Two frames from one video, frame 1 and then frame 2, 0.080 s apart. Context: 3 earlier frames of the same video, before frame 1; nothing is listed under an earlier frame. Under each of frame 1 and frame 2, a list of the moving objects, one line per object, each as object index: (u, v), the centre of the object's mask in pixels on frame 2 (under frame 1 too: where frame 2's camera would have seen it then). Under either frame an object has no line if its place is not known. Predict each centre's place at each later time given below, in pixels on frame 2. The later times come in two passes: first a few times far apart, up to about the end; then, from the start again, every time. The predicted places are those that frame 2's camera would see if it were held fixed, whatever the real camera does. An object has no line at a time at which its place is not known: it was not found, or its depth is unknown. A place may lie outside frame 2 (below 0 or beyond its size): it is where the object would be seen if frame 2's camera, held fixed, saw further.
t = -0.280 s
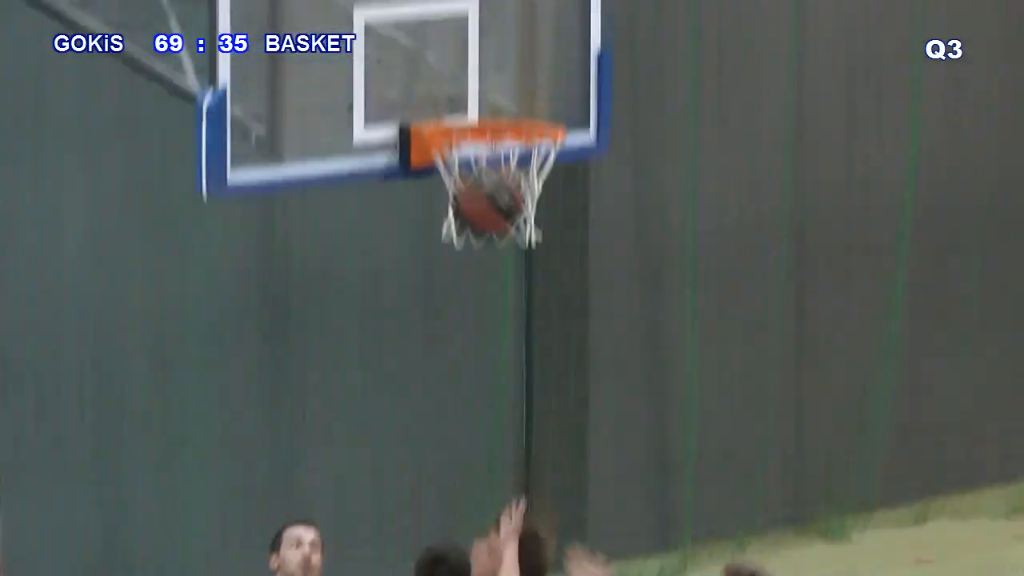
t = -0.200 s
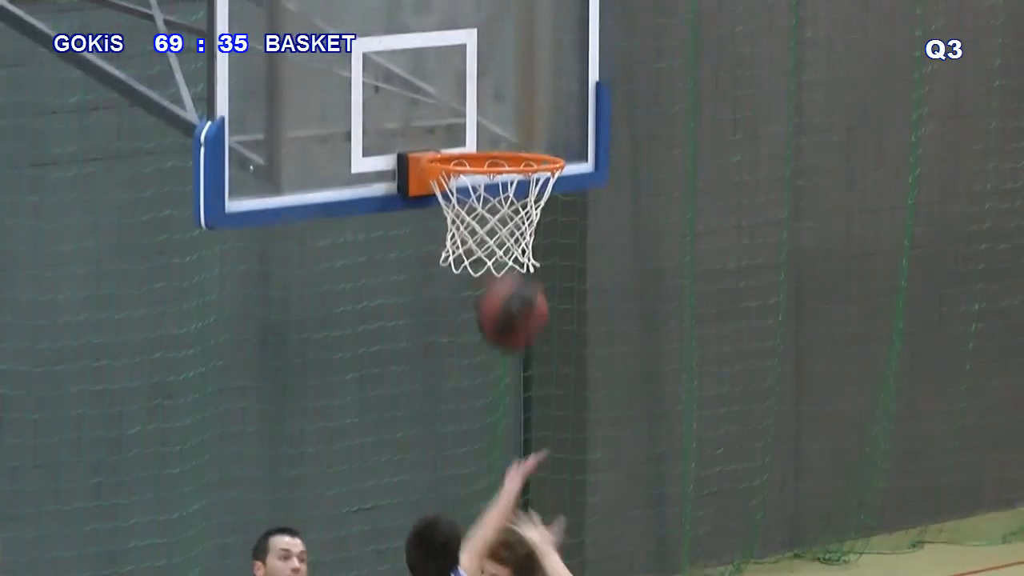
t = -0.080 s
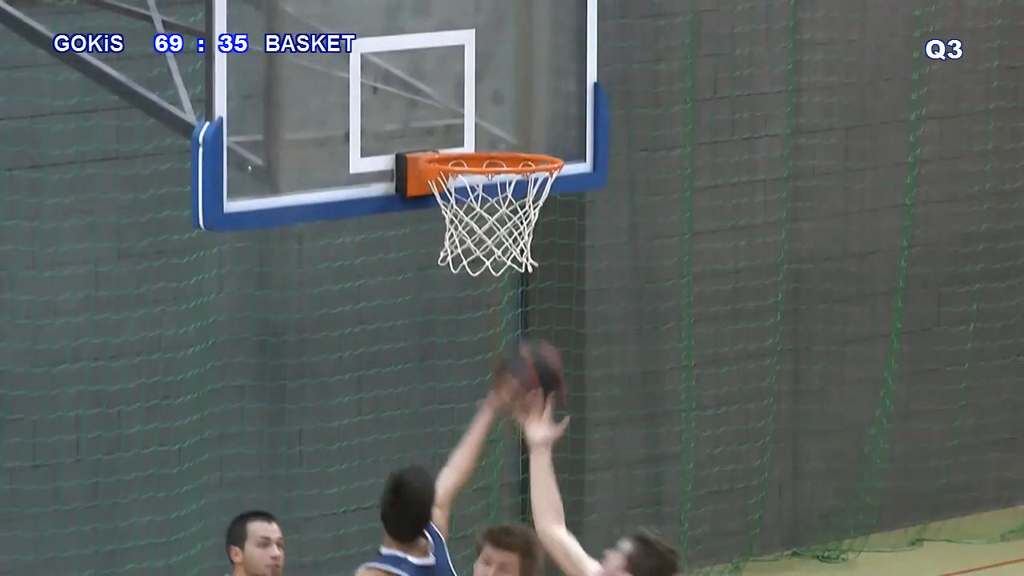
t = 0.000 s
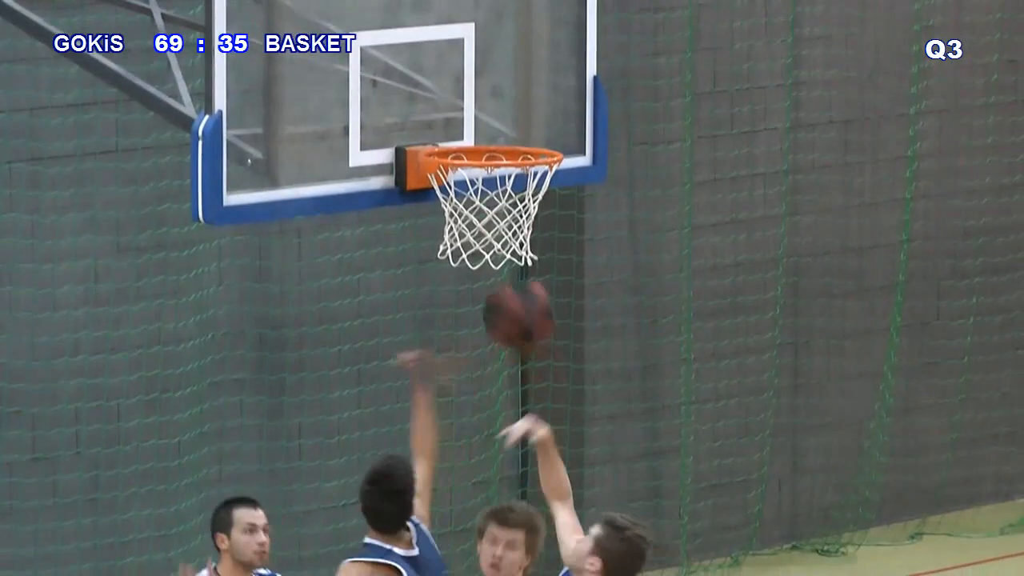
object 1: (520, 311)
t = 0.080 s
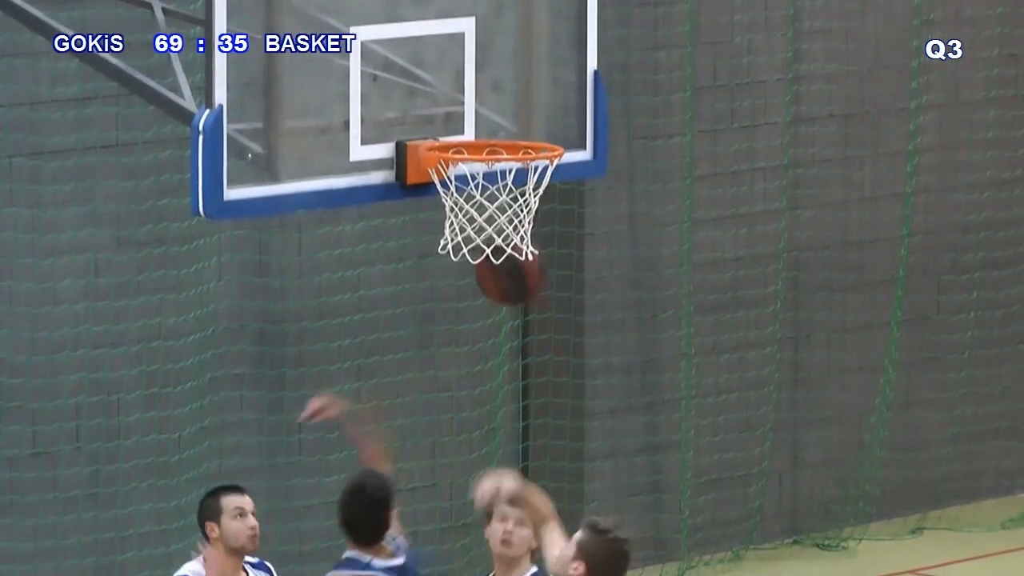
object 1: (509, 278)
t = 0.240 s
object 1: (492, 264)
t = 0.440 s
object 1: (476, 322)
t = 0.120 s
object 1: (507, 272)
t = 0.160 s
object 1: (498, 263)
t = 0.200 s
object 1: (494, 253)
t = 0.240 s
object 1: (492, 264)
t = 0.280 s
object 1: (490, 268)
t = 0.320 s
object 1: (488, 275)
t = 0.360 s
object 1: (484, 286)
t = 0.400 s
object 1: (479, 299)
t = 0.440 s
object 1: (476, 322)
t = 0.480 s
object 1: (472, 353)
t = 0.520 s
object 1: (468, 382)
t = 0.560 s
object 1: (465, 417)
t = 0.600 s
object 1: (463, 458)
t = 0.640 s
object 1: (458, 499)
